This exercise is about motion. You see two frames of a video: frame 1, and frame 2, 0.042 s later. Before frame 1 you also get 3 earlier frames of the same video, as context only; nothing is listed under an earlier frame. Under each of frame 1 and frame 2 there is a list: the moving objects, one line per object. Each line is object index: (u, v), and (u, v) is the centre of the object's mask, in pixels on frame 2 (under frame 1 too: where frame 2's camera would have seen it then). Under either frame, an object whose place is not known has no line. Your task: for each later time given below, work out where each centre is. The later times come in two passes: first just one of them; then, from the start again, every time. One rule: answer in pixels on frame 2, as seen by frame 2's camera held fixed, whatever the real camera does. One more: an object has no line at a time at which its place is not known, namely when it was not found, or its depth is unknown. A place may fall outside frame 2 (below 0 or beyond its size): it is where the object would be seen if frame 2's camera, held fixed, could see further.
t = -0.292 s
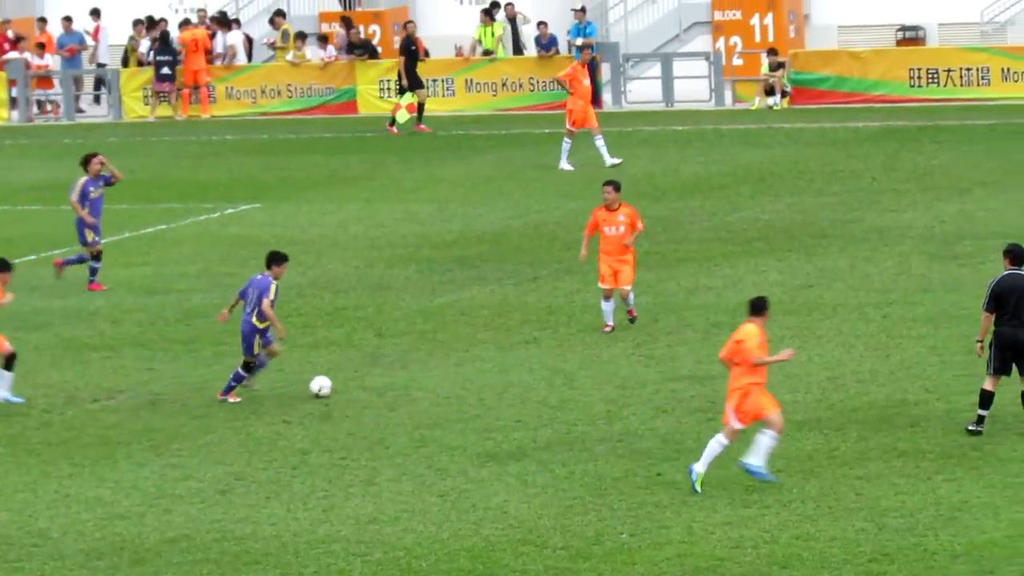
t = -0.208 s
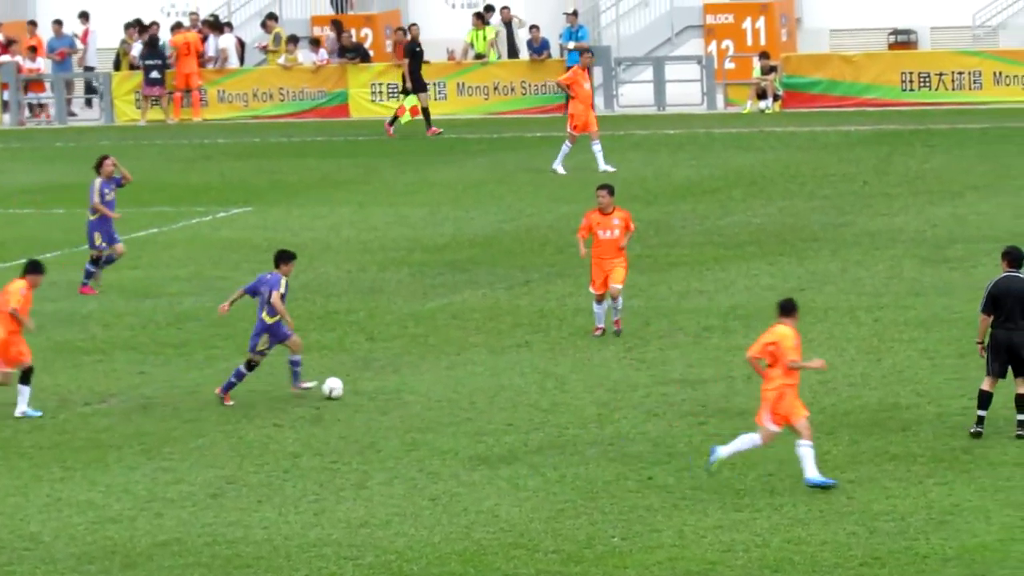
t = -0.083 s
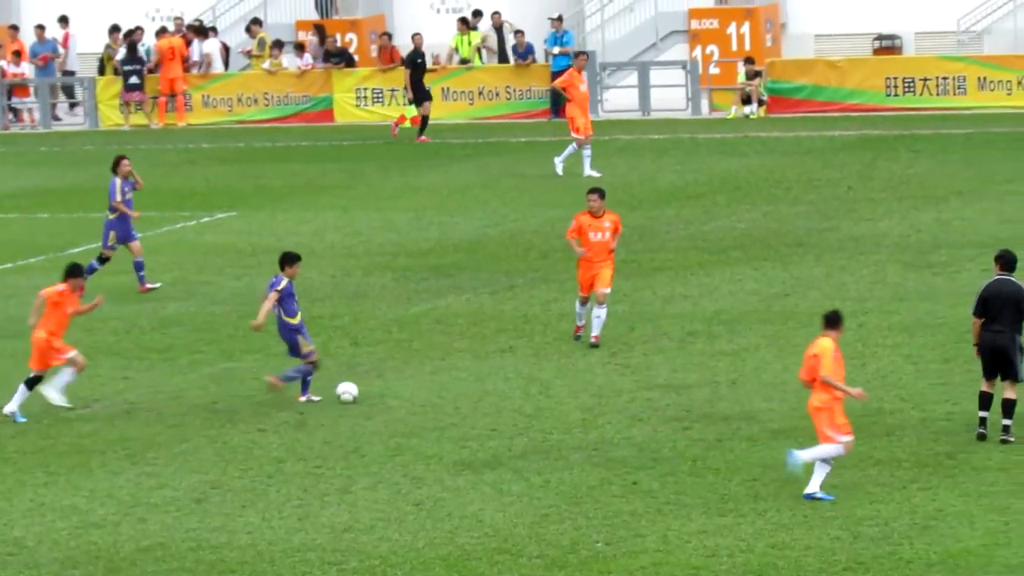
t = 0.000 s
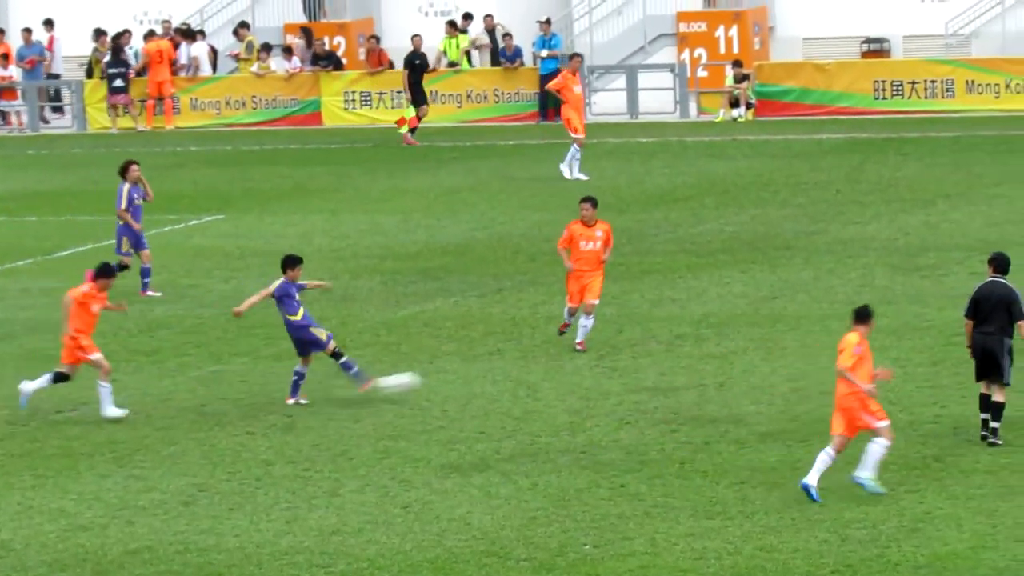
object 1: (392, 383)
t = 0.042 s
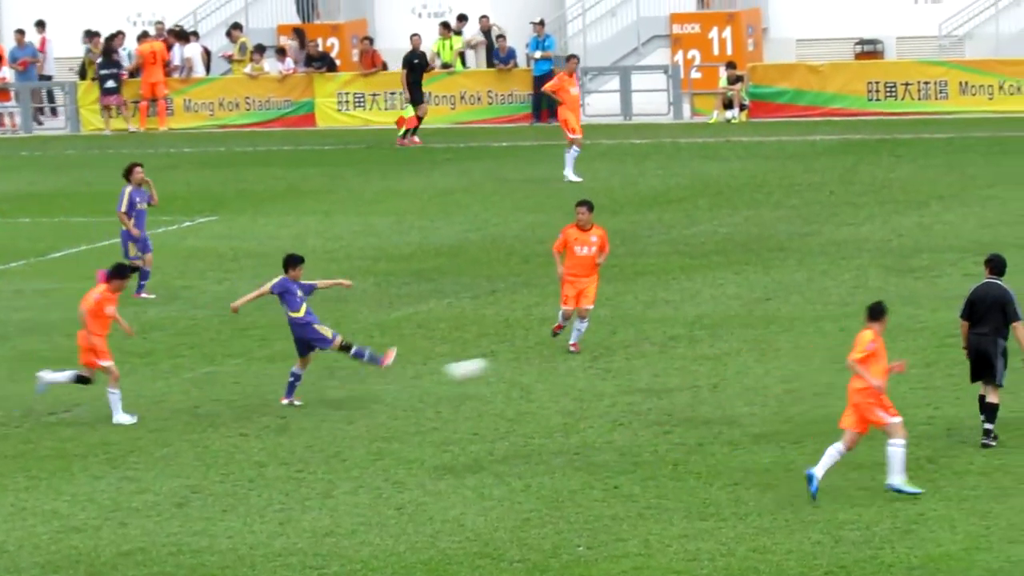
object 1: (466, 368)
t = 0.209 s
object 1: (764, 326)
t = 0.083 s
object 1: (541, 355)
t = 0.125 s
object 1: (614, 344)
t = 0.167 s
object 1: (688, 335)
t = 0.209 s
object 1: (764, 326)
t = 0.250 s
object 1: (838, 319)
